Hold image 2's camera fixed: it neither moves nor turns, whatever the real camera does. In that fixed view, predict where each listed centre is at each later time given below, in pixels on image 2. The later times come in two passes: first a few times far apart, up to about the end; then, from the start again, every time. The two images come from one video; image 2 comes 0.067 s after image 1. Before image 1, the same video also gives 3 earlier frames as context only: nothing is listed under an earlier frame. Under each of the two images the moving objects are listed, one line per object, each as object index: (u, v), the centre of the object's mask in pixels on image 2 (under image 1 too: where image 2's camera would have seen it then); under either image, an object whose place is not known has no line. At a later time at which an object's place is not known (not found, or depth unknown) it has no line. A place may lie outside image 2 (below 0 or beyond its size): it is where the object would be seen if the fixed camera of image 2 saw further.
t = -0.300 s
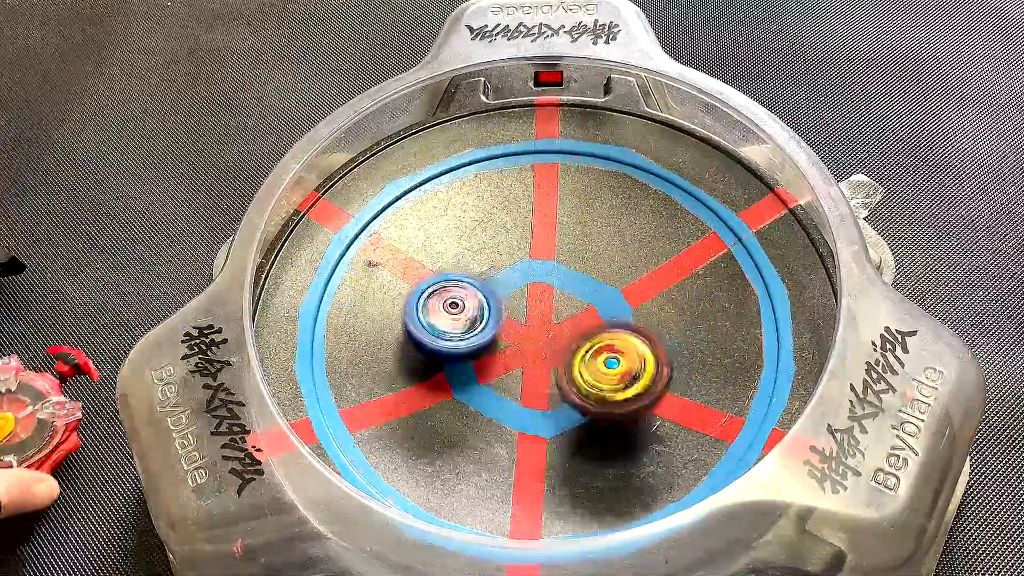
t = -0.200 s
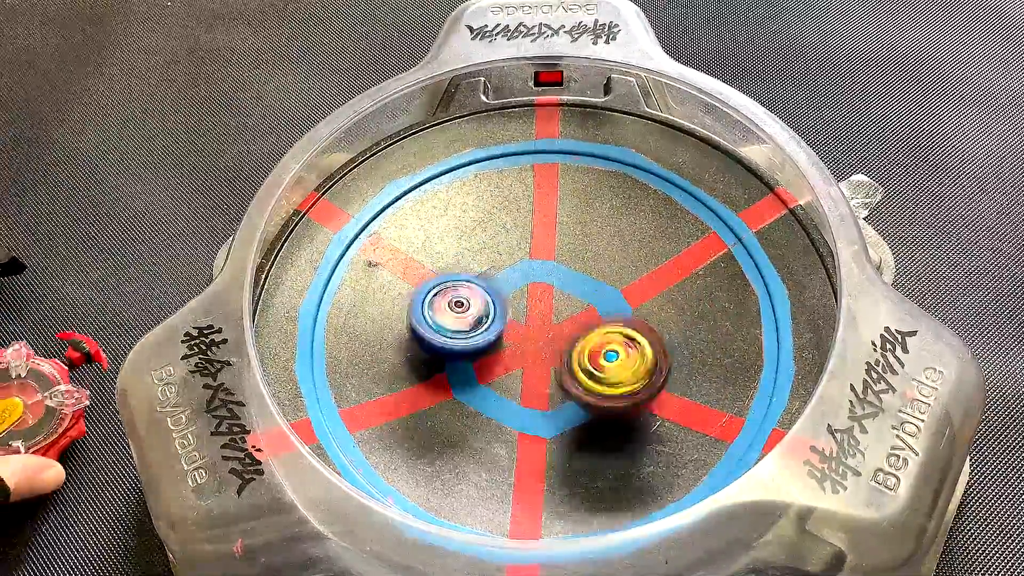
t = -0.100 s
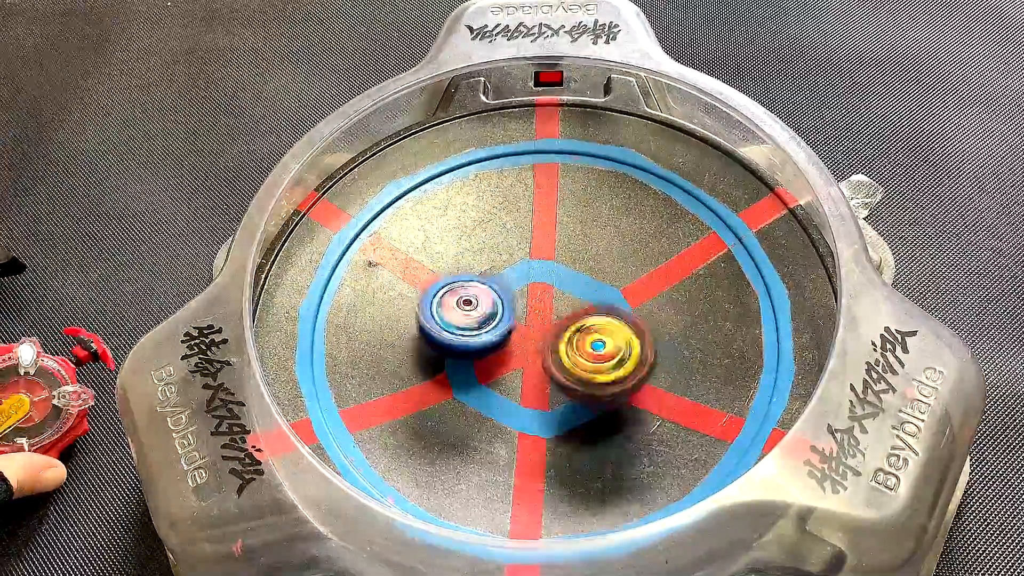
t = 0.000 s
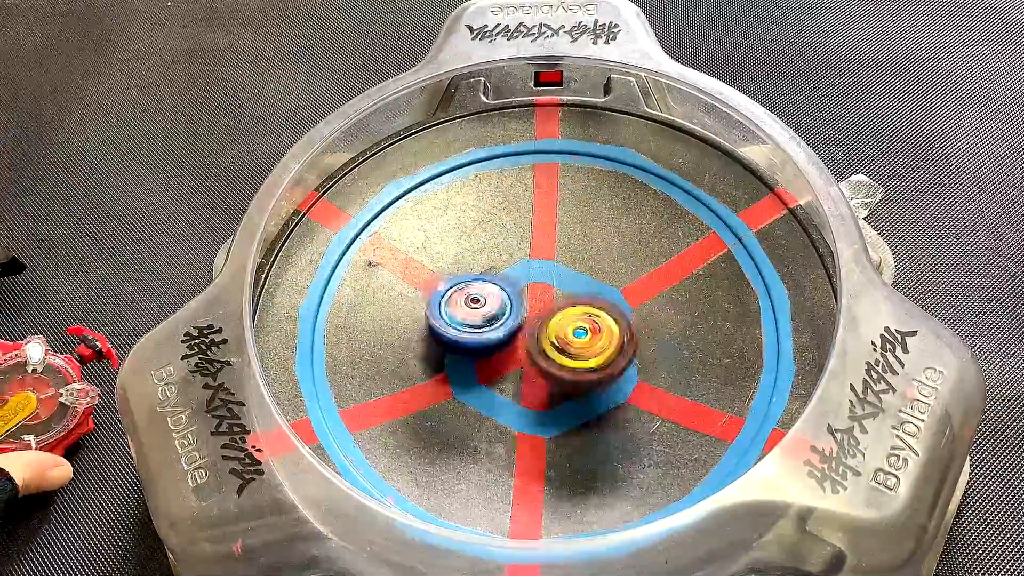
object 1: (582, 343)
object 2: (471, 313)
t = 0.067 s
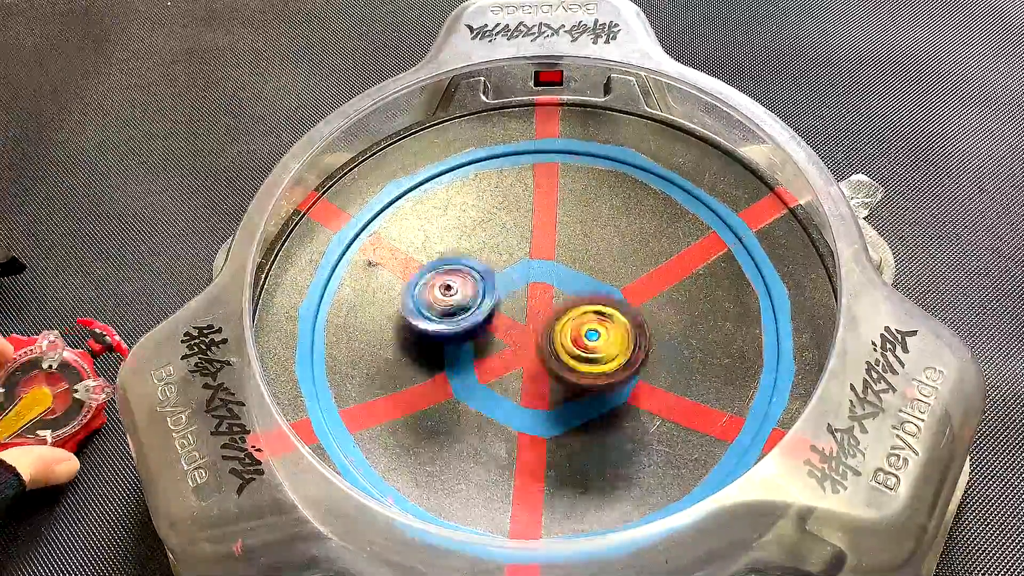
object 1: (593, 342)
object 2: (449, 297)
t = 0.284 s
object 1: (597, 323)
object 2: (437, 281)
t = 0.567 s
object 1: (564, 298)
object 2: (455, 276)
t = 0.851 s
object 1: (567, 310)
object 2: (465, 269)
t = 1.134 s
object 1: (594, 324)
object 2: (482, 279)
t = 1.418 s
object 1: (602, 335)
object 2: (517, 285)
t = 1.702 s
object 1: (597, 353)
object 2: (542, 271)
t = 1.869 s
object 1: (576, 358)
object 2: (547, 273)
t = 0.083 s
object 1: (596, 344)
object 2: (445, 293)
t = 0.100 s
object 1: (598, 342)
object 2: (438, 291)
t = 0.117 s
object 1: (598, 342)
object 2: (434, 288)
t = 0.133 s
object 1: (600, 340)
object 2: (432, 286)
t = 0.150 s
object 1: (601, 339)
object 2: (431, 285)
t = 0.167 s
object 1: (600, 338)
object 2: (431, 284)
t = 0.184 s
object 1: (601, 337)
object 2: (431, 284)
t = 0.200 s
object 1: (600, 333)
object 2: (432, 283)
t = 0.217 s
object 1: (601, 330)
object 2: (432, 282)
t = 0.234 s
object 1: (601, 329)
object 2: (434, 282)
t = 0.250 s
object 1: (600, 327)
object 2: (435, 282)
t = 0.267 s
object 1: (599, 325)
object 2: (436, 281)
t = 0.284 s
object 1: (597, 323)
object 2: (437, 281)
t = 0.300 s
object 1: (597, 321)
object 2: (439, 280)
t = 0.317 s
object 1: (597, 319)
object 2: (441, 280)
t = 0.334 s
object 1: (595, 317)
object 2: (442, 280)
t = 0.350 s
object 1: (593, 315)
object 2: (443, 280)
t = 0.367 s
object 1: (590, 313)
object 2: (445, 279)
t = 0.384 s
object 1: (589, 311)
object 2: (447, 279)
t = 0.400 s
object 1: (586, 310)
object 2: (448, 279)
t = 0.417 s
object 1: (585, 308)
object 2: (448, 279)
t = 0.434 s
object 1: (582, 307)
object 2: (450, 278)
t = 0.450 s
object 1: (579, 305)
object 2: (451, 278)
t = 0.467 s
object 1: (576, 303)
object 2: (452, 278)
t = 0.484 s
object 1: (574, 302)
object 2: (453, 277)
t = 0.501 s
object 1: (572, 301)
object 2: (454, 277)
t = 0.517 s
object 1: (569, 300)
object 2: (456, 277)
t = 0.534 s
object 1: (566, 299)
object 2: (457, 277)
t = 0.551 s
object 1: (564, 297)
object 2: (459, 276)
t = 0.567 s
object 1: (564, 298)
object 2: (455, 276)
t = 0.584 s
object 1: (567, 299)
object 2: (451, 271)
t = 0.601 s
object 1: (568, 301)
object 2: (448, 269)
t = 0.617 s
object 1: (568, 302)
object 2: (446, 266)
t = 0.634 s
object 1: (569, 302)
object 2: (445, 264)
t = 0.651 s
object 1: (569, 303)
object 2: (445, 263)
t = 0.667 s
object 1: (569, 303)
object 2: (445, 262)
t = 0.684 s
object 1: (570, 303)
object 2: (447, 263)
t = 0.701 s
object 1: (570, 304)
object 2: (447, 263)
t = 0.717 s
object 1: (570, 305)
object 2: (449, 263)
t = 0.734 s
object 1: (569, 306)
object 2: (451, 264)
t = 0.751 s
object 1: (569, 306)
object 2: (453, 264)
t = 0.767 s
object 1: (568, 307)
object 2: (454, 264)
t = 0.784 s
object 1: (568, 307)
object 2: (457, 265)
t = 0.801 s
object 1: (568, 308)
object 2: (459, 266)
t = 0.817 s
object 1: (568, 309)
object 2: (461, 267)
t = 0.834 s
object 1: (567, 310)
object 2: (463, 268)
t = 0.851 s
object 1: (567, 310)
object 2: (465, 269)
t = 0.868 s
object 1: (566, 310)
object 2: (467, 269)
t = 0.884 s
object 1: (566, 312)
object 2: (469, 271)
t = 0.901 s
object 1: (566, 312)
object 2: (471, 272)
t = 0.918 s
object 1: (566, 311)
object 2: (472, 273)
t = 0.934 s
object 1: (569, 313)
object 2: (472, 273)
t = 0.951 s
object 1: (573, 315)
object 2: (471, 274)
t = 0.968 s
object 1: (577, 317)
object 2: (472, 275)
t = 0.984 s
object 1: (579, 318)
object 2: (472, 275)
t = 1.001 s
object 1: (580, 318)
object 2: (474, 276)
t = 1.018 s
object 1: (584, 319)
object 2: (475, 277)
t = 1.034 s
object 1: (585, 319)
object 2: (476, 277)
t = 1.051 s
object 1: (588, 320)
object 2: (477, 278)
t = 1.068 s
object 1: (589, 321)
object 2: (478, 278)
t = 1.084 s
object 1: (591, 322)
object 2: (479, 278)
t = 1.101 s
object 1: (593, 323)
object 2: (480, 278)
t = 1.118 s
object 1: (593, 324)
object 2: (481, 279)
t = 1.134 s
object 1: (594, 324)
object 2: (482, 279)
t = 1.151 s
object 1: (595, 325)
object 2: (483, 279)
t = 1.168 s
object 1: (596, 325)
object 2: (484, 279)
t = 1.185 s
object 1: (597, 327)
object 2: (486, 280)
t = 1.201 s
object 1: (598, 328)
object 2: (487, 280)
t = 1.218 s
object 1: (599, 329)
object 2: (488, 281)
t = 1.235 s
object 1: (599, 329)
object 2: (491, 281)
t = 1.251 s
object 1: (600, 330)
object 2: (493, 283)
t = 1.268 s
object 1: (600, 330)
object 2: (497, 283)
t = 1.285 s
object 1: (600, 330)
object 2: (499, 283)
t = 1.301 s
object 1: (600, 330)
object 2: (503, 284)
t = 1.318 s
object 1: (601, 331)
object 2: (506, 284)
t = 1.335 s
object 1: (601, 331)
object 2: (509, 285)
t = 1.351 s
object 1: (602, 333)
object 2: (511, 285)
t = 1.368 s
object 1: (602, 334)
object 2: (513, 285)
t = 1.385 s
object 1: (602, 336)
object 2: (514, 285)
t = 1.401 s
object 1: (602, 335)
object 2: (516, 285)
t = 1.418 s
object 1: (602, 335)
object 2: (517, 285)
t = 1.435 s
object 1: (602, 335)
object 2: (518, 284)
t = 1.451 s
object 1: (602, 336)
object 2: (520, 283)
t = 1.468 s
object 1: (603, 337)
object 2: (520, 284)
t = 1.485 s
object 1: (603, 337)
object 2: (522, 283)
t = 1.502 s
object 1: (603, 337)
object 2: (523, 283)
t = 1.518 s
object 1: (602, 338)
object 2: (524, 283)
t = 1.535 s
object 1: (602, 342)
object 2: (526, 279)
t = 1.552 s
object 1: (602, 344)
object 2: (528, 277)
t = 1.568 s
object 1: (602, 345)
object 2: (529, 276)
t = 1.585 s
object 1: (601, 346)
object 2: (530, 275)
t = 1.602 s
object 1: (601, 347)
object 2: (531, 274)
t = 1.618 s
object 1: (600, 348)
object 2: (534, 273)
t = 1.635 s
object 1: (600, 349)
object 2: (535, 272)
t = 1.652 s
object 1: (600, 351)
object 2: (537, 271)
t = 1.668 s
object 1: (599, 352)
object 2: (539, 270)
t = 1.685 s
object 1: (598, 353)
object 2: (540, 271)
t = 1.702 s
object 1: (597, 353)
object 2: (542, 271)
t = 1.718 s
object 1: (595, 354)
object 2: (542, 271)
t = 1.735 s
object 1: (593, 357)
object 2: (543, 271)
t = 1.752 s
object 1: (592, 357)
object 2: (544, 271)
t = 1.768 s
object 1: (589, 357)
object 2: (546, 273)
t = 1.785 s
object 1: (587, 358)
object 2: (547, 273)
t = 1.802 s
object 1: (584, 358)
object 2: (548, 274)
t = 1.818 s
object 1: (582, 359)
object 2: (547, 274)
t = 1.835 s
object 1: (579, 357)
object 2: (547, 273)
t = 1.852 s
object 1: (578, 358)
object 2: (547, 273)
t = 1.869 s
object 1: (576, 358)
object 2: (547, 273)
